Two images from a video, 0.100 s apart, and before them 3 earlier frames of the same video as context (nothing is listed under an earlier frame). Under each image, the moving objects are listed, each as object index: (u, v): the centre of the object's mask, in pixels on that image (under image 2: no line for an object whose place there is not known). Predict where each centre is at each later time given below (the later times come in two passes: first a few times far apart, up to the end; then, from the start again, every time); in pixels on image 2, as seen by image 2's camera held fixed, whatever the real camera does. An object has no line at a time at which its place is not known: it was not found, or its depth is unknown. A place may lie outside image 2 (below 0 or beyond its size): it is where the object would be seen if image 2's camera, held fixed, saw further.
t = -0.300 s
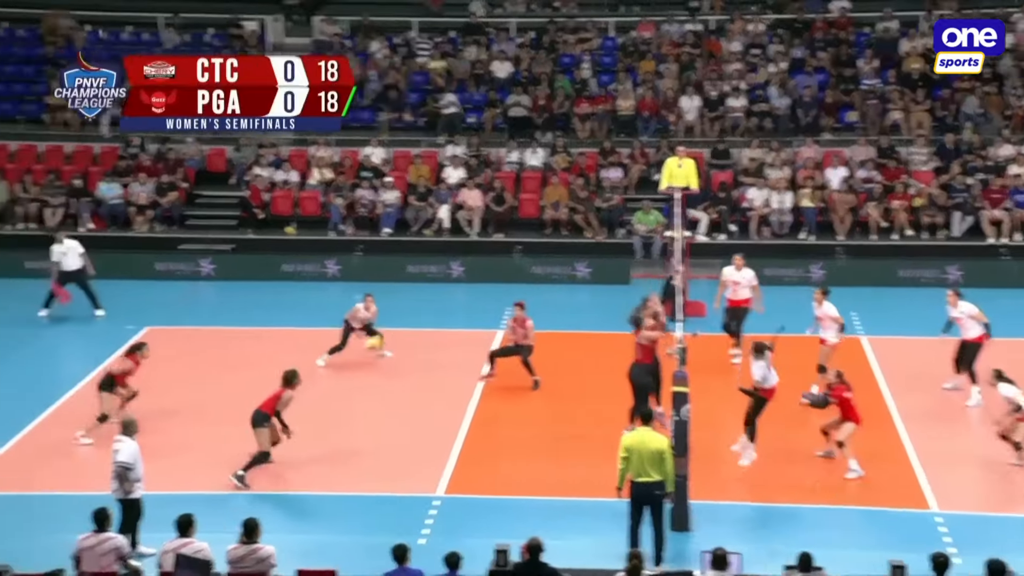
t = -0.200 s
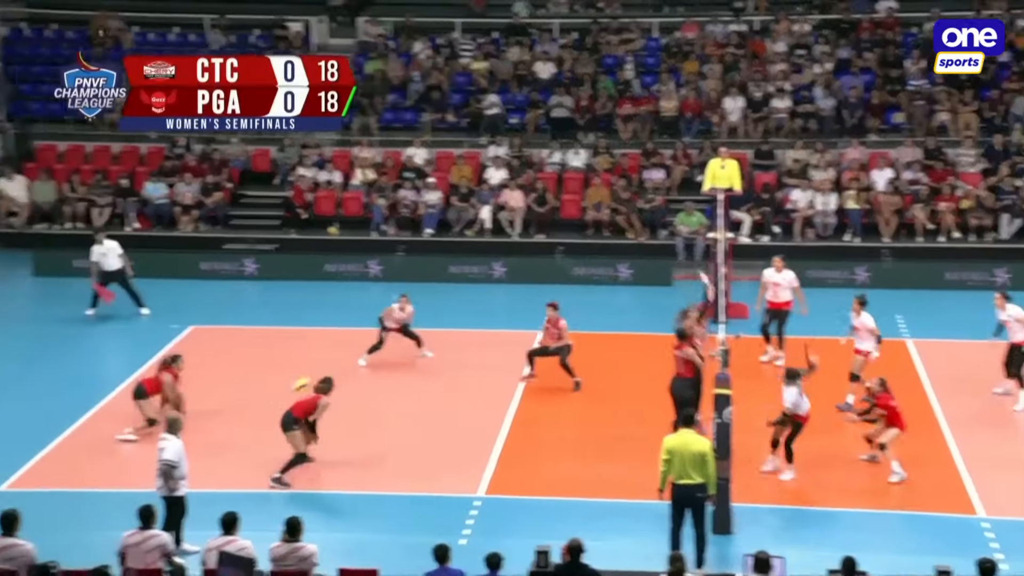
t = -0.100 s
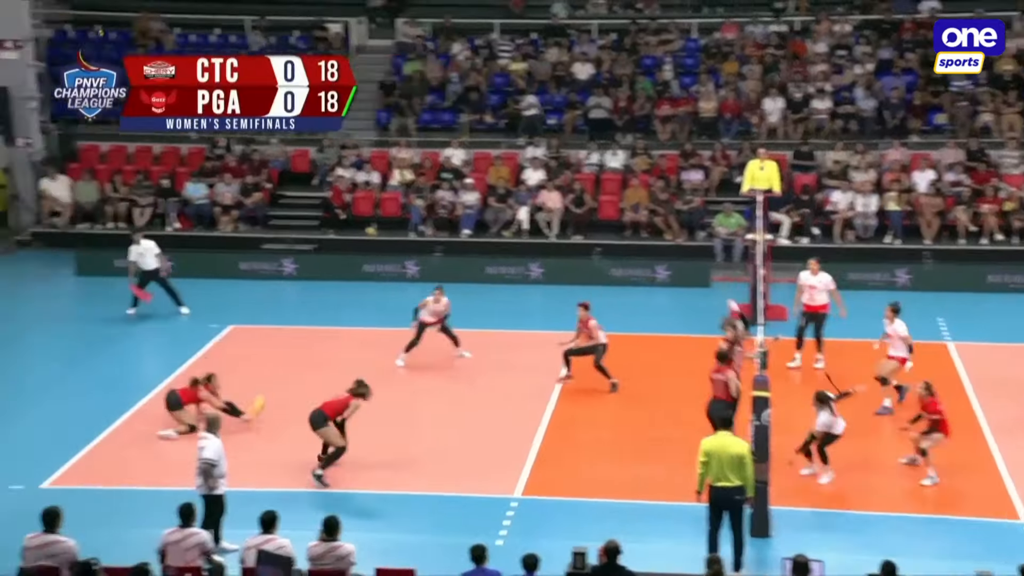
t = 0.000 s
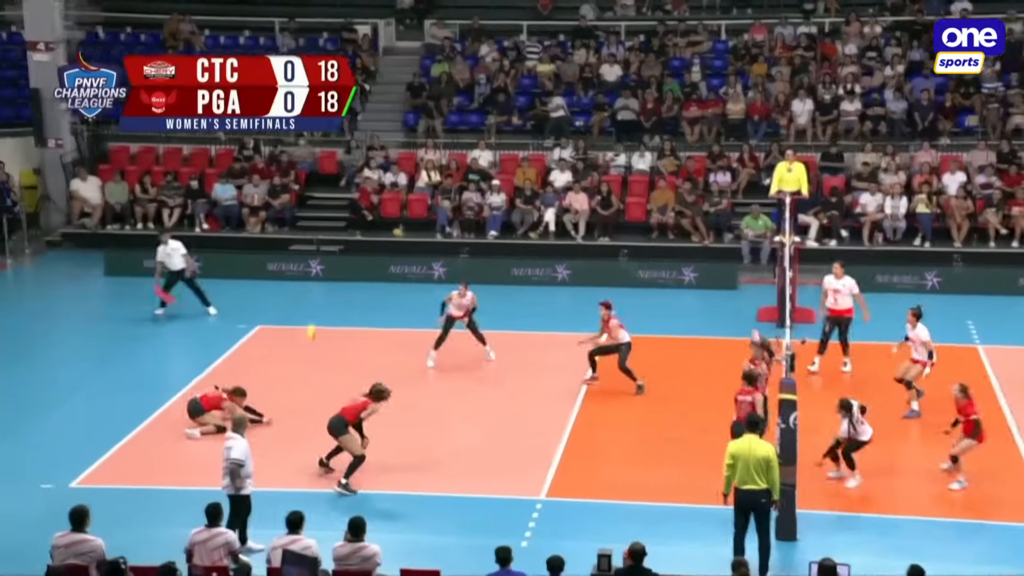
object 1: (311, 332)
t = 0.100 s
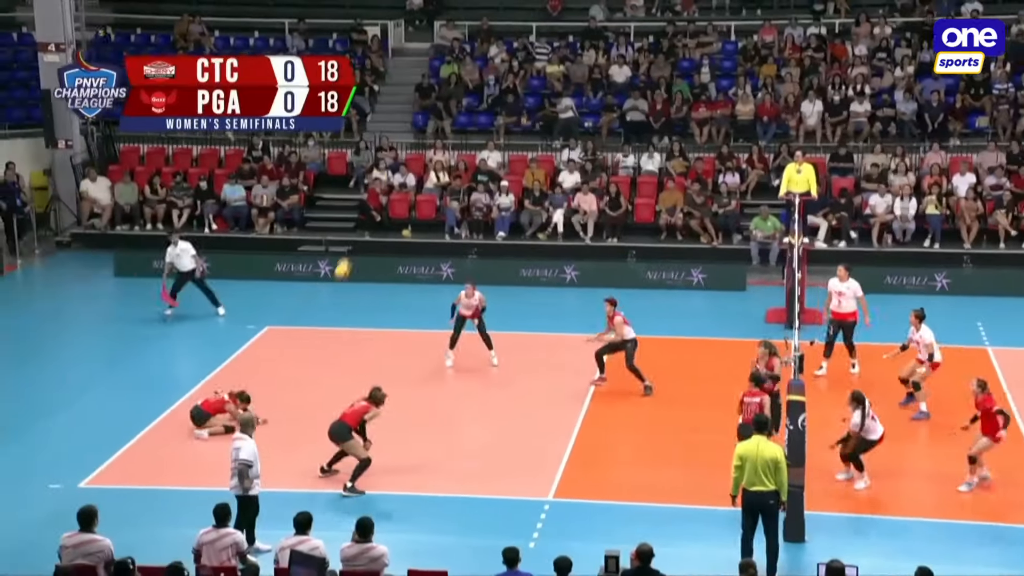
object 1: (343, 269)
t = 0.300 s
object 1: (384, 162)
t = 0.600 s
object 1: (435, 61)
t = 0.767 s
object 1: (459, 34)
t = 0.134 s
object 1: (350, 249)
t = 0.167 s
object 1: (358, 229)
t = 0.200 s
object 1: (365, 212)
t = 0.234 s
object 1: (370, 195)
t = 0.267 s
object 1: (378, 179)
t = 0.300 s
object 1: (384, 162)
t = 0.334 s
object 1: (391, 147)
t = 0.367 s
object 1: (397, 134)
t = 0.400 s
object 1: (402, 121)
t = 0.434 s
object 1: (408, 109)
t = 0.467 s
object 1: (414, 98)
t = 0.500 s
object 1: (419, 88)
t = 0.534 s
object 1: (424, 78)
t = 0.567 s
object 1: (430, 70)
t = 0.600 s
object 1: (435, 61)
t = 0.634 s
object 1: (440, 54)
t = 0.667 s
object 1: (445, 48)
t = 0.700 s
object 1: (450, 43)
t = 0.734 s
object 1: (455, 38)
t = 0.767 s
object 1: (459, 34)
